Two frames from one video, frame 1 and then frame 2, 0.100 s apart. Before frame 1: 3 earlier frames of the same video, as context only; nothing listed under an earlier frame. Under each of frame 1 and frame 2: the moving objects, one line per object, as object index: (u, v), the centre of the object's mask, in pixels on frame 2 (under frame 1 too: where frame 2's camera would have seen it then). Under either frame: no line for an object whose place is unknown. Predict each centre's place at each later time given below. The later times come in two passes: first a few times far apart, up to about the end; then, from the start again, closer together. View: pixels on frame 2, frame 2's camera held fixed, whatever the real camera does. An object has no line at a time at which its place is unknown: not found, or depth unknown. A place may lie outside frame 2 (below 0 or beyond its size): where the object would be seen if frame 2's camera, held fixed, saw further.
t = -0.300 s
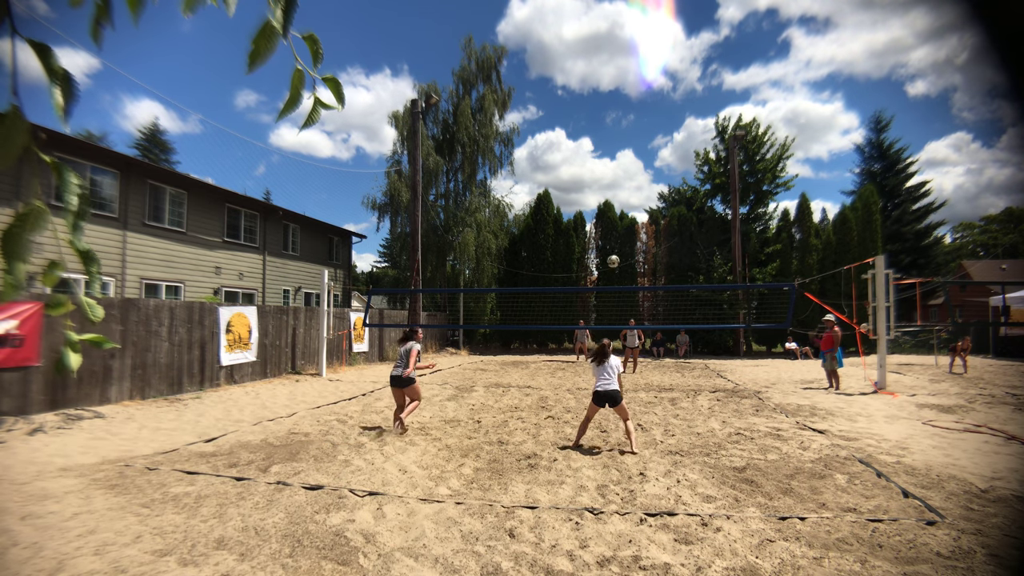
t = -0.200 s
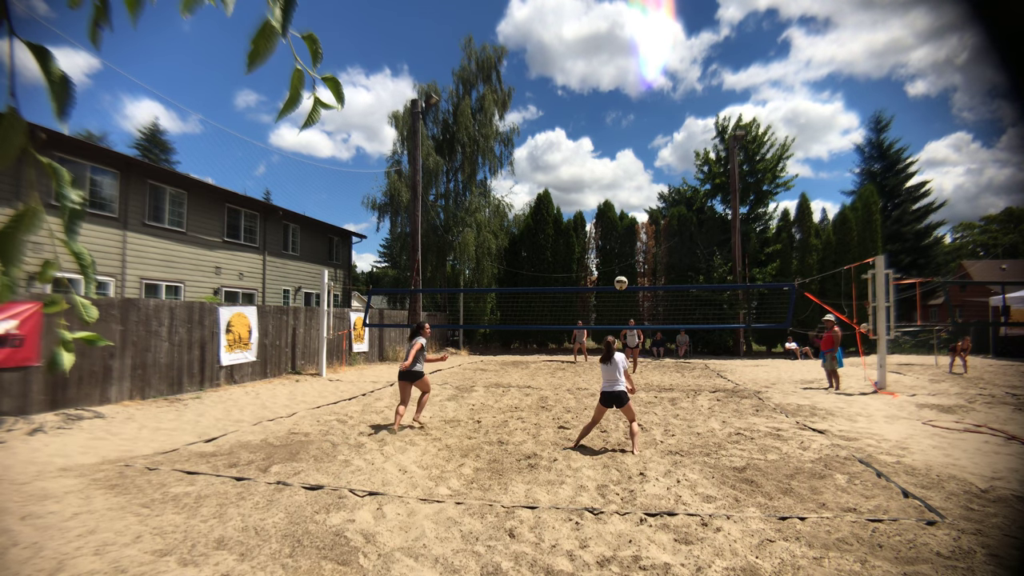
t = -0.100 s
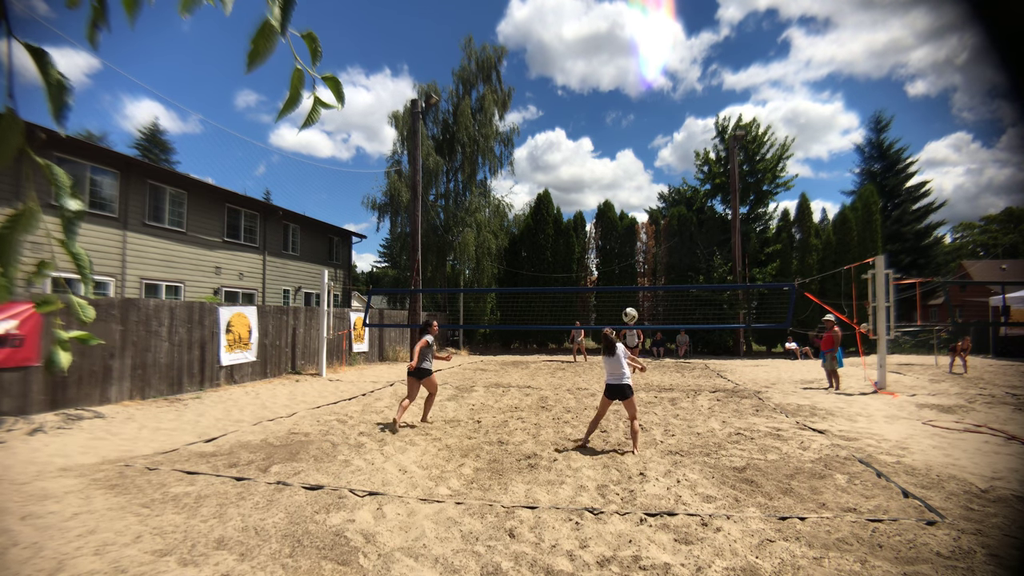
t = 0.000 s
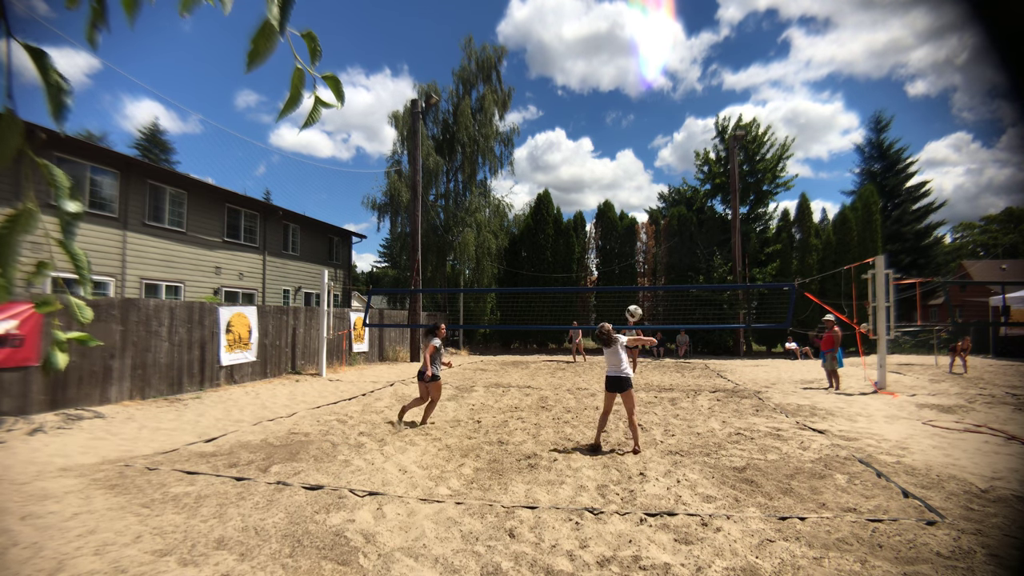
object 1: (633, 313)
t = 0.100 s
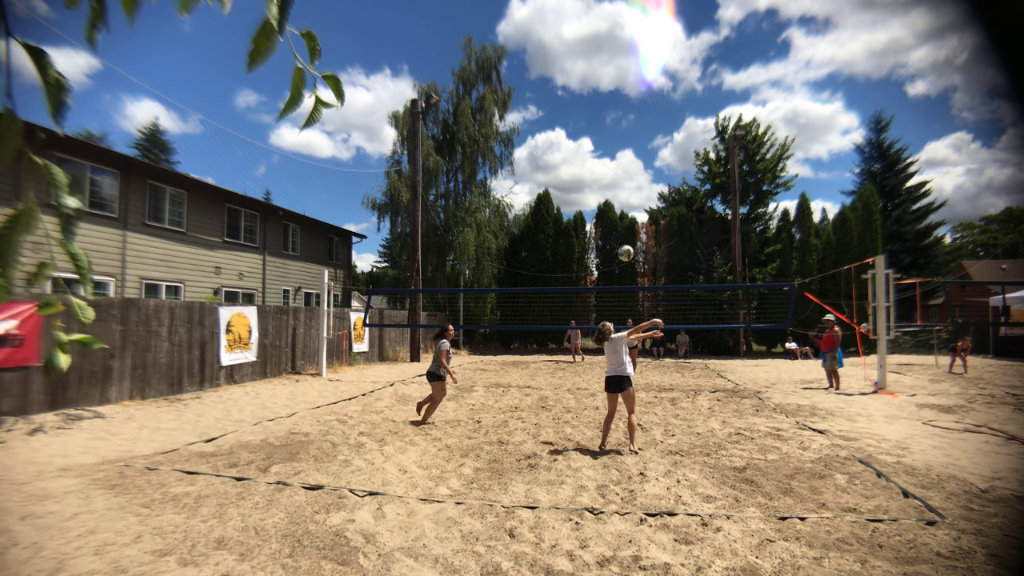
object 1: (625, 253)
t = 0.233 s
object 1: (615, 190)
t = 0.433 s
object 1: (600, 124)
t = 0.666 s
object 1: (585, 88)
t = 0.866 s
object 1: (574, 84)
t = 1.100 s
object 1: (565, 106)
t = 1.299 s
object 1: (556, 148)
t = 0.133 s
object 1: (622, 235)
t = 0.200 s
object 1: (617, 204)
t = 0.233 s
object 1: (615, 190)
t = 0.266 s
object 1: (612, 177)
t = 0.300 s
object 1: (609, 165)
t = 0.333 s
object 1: (607, 152)
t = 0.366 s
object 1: (605, 142)
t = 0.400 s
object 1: (602, 133)
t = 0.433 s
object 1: (600, 124)
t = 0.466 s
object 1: (598, 117)
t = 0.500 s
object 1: (596, 110)
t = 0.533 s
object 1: (594, 104)
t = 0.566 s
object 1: (592, 99)
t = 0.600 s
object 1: (589, 95)
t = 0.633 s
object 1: (587, 91)
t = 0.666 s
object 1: (585, 88)
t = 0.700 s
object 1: (584, 86)
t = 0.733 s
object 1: (582, 84)
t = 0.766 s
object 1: (580, 83)
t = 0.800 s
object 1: (578, 83)
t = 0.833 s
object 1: (576, 83)
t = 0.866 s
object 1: (574, 84)
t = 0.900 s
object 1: (573, 85)
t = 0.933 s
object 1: (572, 87)
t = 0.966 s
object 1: (570, 90)
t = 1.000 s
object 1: (569, 93)
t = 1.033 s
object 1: (567, 97)
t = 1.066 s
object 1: (566, 101)
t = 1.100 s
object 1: (565, 106)
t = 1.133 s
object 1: (563, 111)
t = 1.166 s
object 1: (562, 117)
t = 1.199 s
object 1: (560, 124)
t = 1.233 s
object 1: (559, 132)
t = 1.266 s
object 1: (557, 140)
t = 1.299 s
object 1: (556, 148)
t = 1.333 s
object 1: (555, 157)
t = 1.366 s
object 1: (554, 167)
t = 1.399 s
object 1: (552, 177)
